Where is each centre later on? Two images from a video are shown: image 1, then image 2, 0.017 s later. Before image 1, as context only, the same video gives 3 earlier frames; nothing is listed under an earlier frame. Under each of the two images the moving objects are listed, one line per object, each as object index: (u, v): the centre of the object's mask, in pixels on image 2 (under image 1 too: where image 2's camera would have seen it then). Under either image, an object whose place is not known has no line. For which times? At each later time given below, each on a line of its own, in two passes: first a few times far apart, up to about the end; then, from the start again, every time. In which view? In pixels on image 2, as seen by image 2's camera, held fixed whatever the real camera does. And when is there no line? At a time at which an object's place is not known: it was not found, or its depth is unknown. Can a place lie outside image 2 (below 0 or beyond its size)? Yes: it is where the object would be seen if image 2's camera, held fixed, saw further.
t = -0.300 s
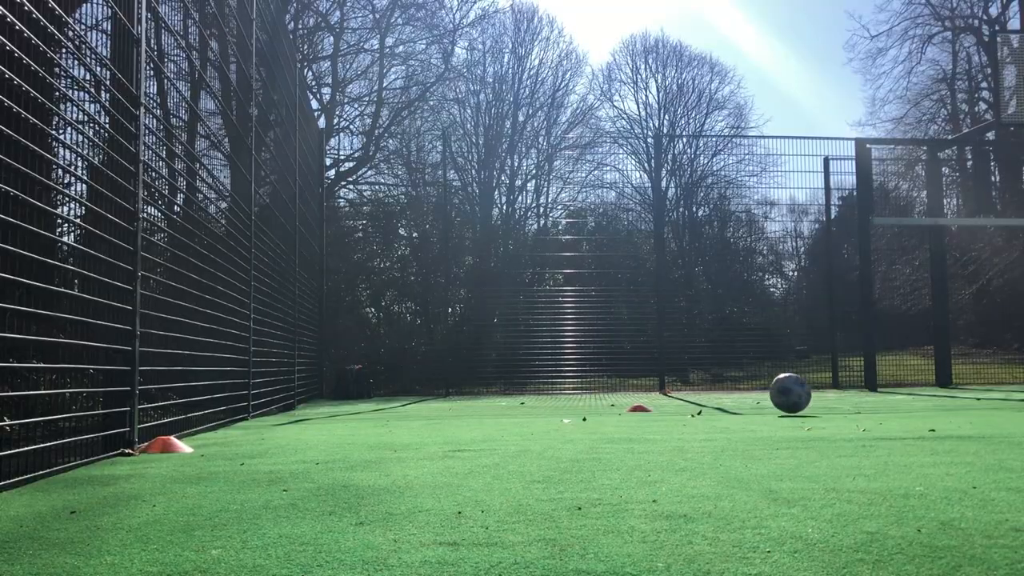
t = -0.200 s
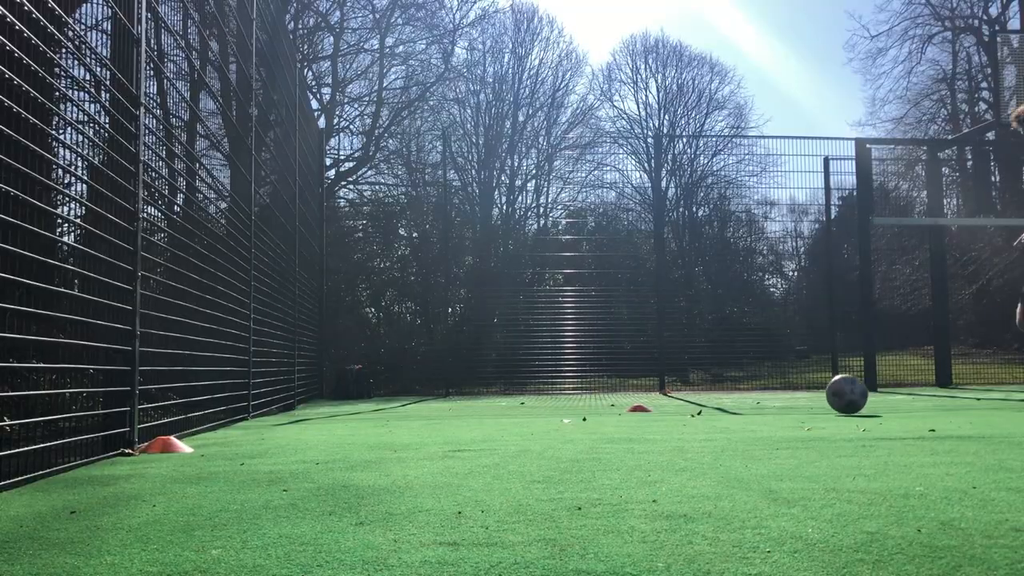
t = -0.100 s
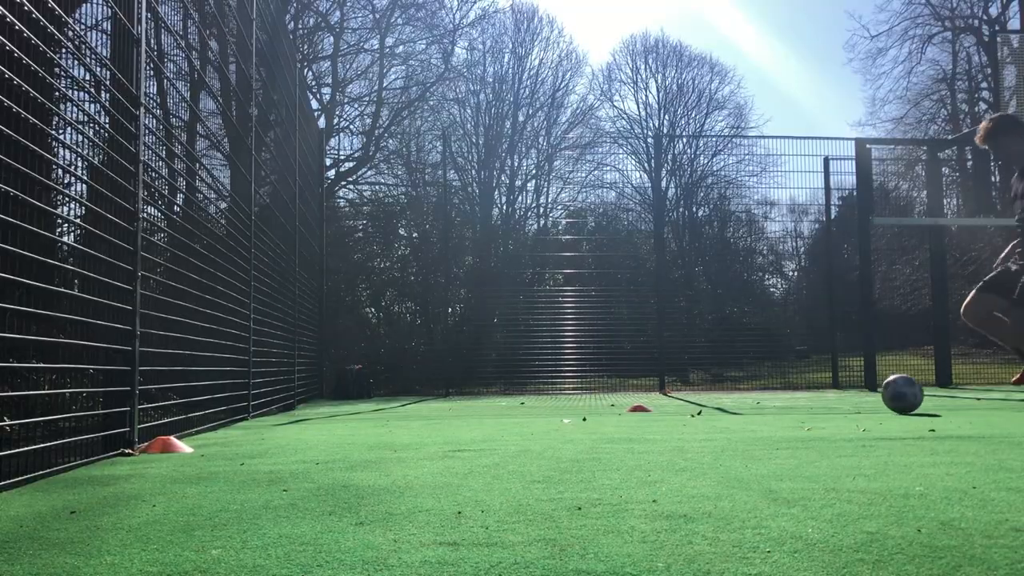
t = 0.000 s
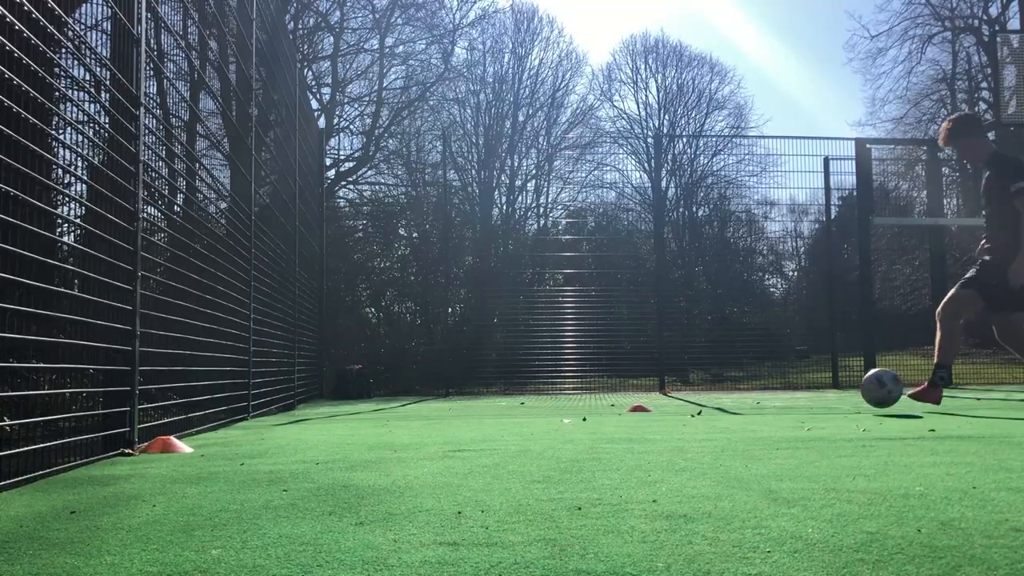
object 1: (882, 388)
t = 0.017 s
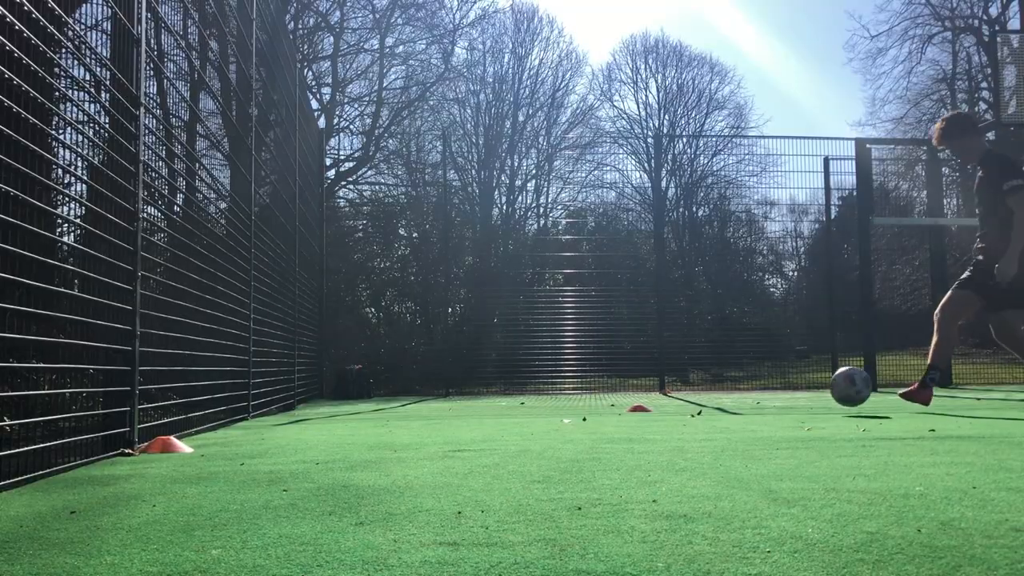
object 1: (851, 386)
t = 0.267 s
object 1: (341, 405)
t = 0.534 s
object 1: (474, 397)
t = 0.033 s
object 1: (819, 385)
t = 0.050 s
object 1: (787, 384)
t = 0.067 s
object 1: (755, 384)
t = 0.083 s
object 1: (723, 384)
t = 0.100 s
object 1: (689, 384)
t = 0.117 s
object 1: (657, 385)
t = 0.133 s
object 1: (623, 386)
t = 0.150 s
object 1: (589, 388)
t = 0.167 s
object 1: (555, 391)
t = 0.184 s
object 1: (519, 393)
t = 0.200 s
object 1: (484, 397)
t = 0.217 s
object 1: (448, 401)
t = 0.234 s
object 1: (412, 406)
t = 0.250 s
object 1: (377, 405)
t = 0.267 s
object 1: (341, 405)
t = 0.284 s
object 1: (304, 406)
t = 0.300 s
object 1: (267, 407)
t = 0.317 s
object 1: (231, 408)
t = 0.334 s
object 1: (236, 410)
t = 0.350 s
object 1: (257, 408)
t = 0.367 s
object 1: (279, 406)
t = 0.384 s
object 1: (300, 405)
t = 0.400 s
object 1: (320, 404)
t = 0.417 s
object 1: (341, 404)
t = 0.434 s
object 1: (362, 405)
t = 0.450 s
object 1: (382, 406)
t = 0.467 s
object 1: (402, 407)
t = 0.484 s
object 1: (420, 403)
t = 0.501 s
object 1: (439, 400)
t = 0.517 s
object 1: (457, 398)
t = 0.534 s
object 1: (474, 397)
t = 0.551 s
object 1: (492, 396)
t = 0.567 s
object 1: (510, 395)
